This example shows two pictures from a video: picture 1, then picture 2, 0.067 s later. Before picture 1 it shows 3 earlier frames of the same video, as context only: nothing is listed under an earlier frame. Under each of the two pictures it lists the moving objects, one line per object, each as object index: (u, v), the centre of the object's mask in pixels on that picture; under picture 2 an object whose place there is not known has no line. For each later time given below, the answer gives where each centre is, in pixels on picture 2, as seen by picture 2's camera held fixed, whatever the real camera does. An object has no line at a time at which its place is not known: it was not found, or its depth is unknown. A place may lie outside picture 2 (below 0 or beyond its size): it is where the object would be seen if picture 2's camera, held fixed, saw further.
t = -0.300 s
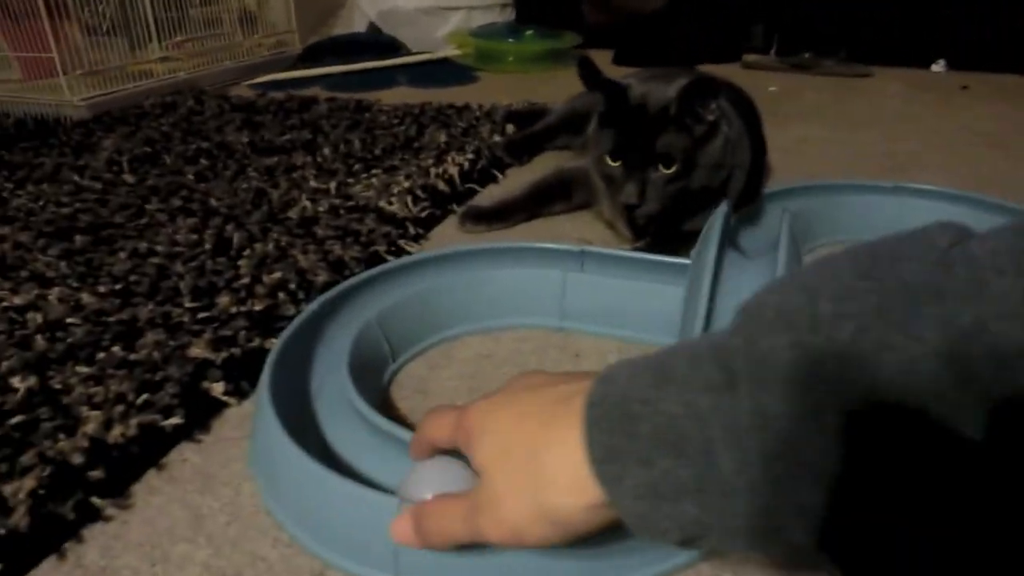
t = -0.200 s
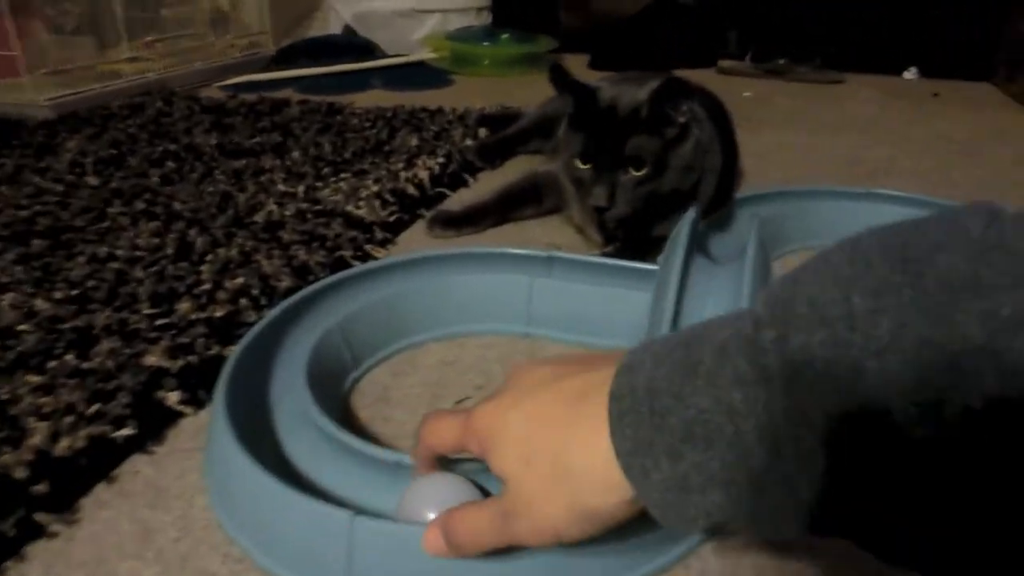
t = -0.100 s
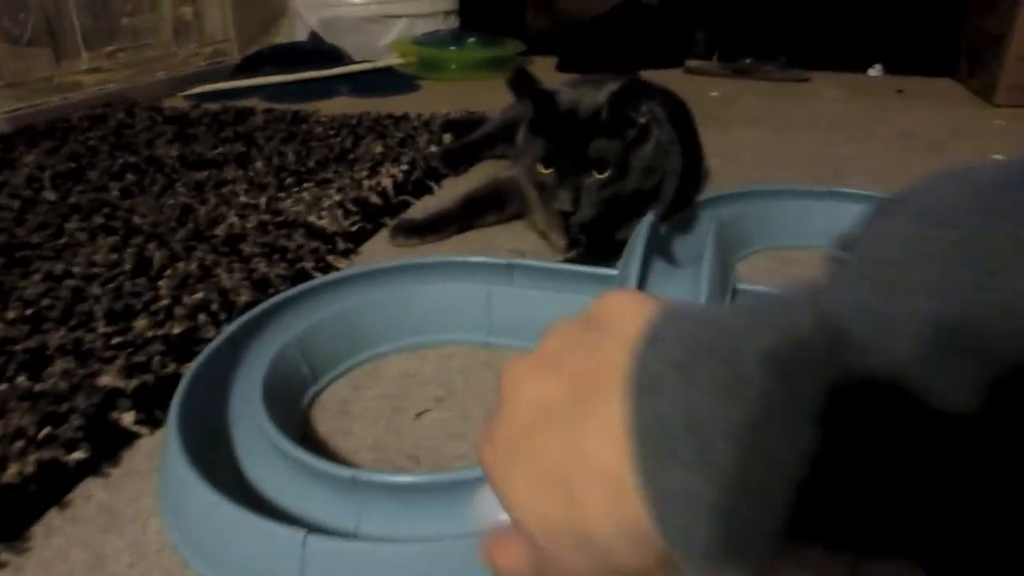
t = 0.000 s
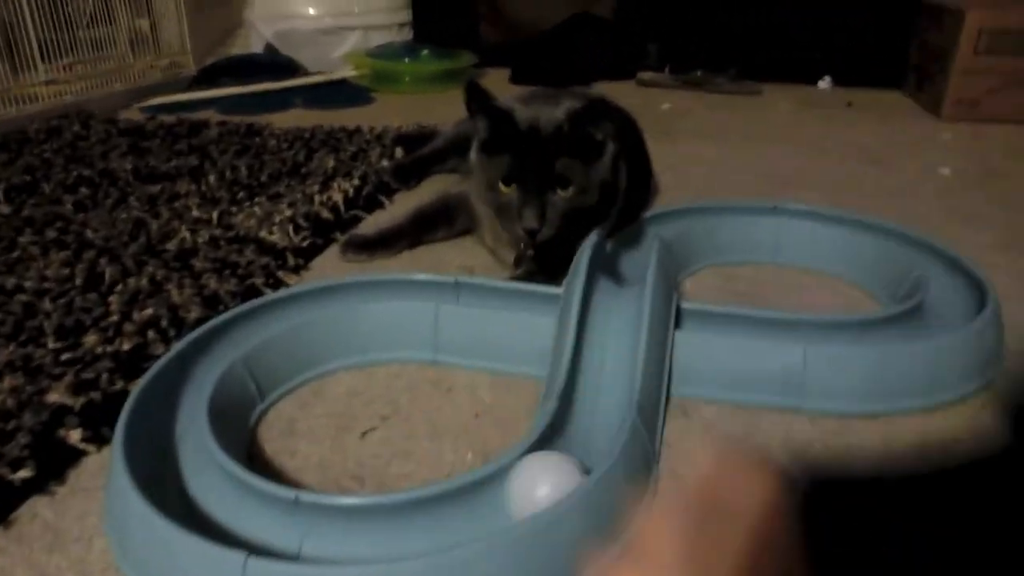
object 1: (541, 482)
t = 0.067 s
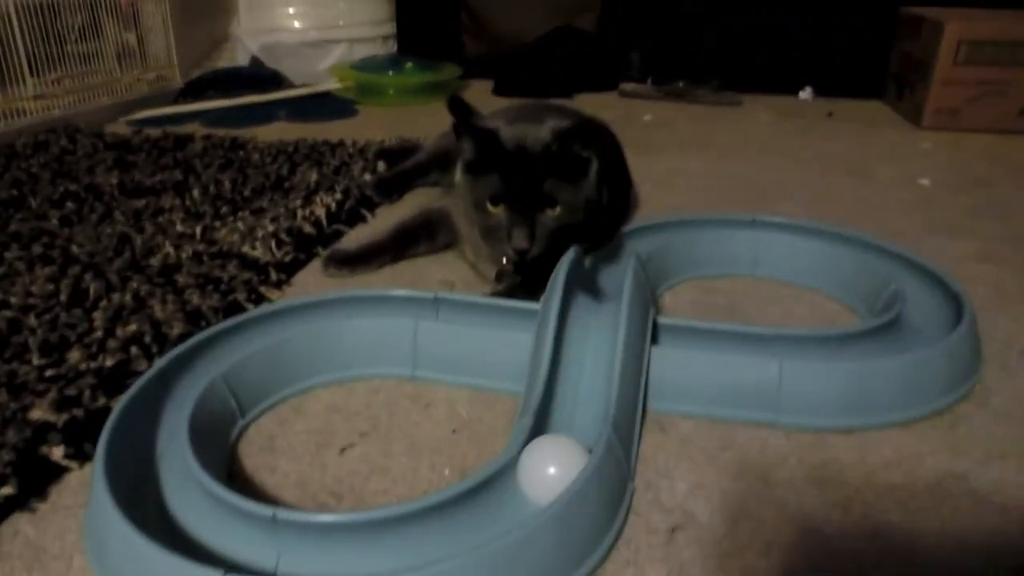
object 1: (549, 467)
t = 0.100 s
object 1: (559, 451)
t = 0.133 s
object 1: (565, 436)
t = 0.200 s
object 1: (576, 401)
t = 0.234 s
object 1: (578, 385)
